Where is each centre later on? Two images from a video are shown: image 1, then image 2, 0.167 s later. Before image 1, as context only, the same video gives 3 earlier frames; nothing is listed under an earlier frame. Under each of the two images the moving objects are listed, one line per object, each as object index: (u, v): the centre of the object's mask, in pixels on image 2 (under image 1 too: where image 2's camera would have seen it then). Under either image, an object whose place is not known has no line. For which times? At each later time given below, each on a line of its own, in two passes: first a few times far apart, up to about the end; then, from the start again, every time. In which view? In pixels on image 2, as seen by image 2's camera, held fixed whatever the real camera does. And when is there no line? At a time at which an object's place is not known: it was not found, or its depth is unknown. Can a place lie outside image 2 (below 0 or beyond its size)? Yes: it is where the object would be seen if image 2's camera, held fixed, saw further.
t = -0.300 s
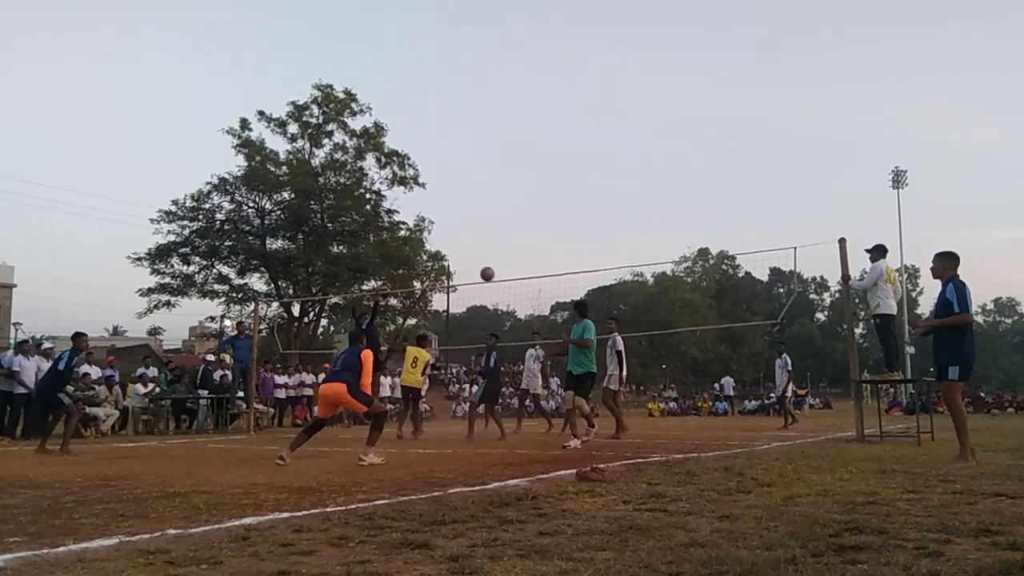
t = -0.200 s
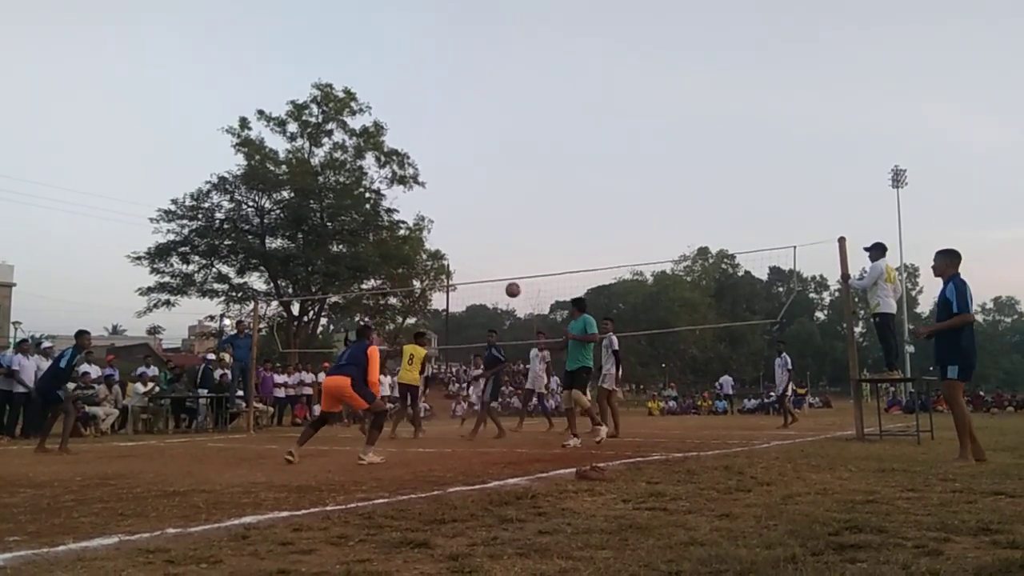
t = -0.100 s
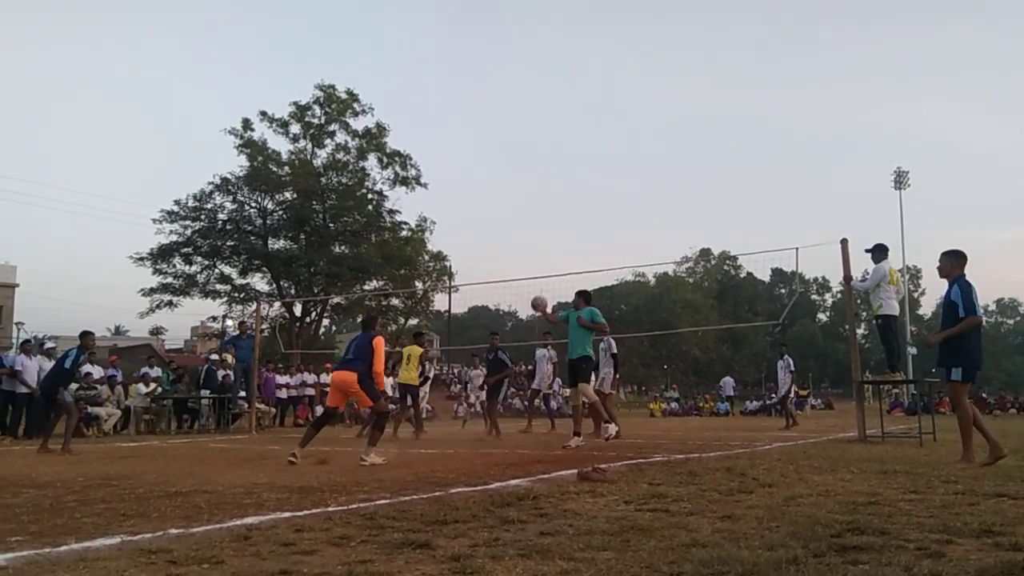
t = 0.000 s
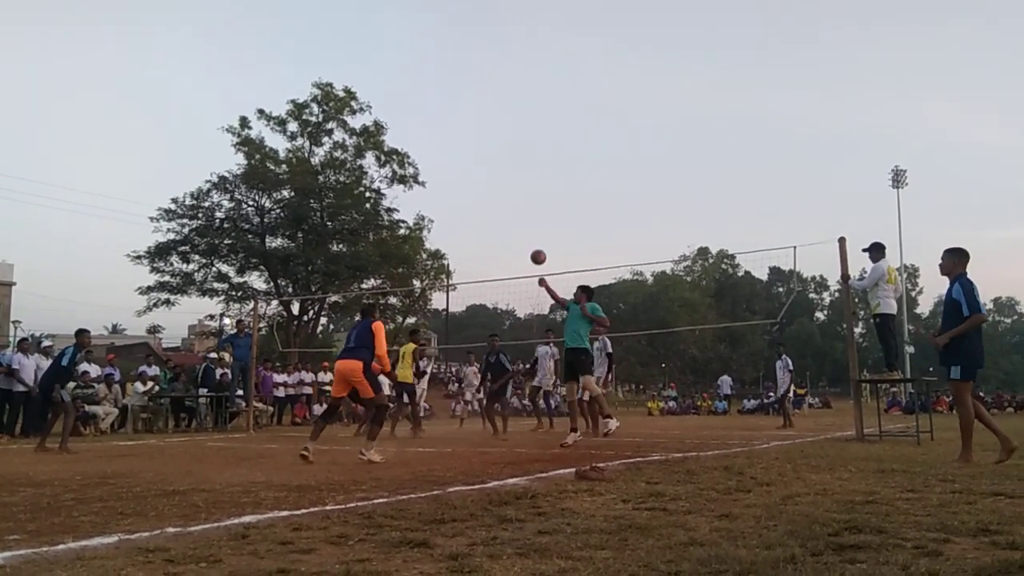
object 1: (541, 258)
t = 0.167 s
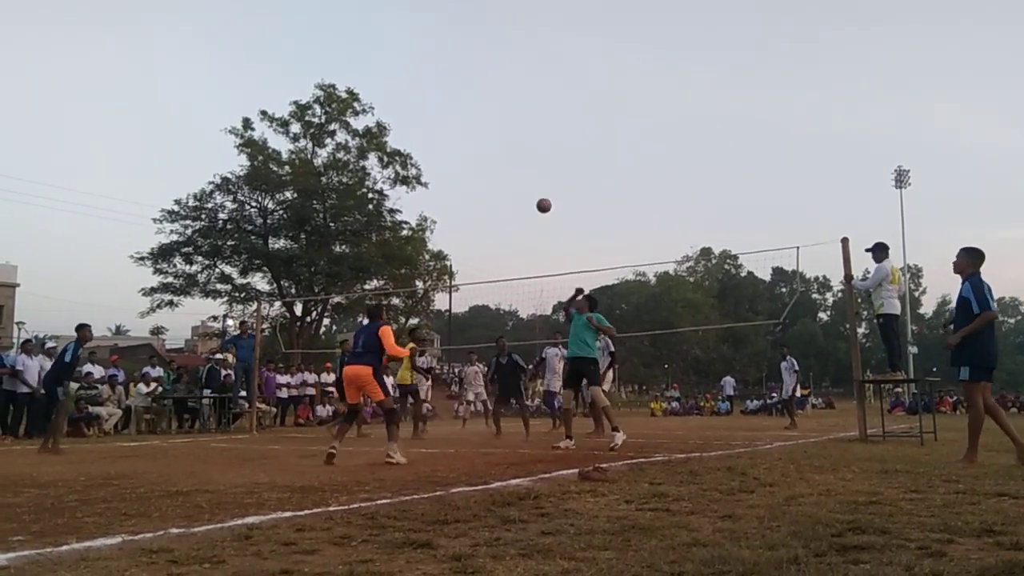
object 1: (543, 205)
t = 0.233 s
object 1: (544, 192)
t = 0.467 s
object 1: (548, 172)
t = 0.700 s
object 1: (551, 188)
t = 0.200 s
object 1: (544, 198)
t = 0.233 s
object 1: (544, 192)
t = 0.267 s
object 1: (545, 186)
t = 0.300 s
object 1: (545, 182)
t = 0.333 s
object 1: (545, 178)
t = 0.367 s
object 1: (546, 175)
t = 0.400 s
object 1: (547, 174)
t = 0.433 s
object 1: (547, 172)
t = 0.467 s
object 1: (548, 172)
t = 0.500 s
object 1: (548, 172)
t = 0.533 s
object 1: (548, 173)
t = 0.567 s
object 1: (549, 174)
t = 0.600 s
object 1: (549, 177)
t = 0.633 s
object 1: (550, 180)
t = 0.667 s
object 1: (551, 183)
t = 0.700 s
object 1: (551, 188)
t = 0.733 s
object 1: (551, 192)
